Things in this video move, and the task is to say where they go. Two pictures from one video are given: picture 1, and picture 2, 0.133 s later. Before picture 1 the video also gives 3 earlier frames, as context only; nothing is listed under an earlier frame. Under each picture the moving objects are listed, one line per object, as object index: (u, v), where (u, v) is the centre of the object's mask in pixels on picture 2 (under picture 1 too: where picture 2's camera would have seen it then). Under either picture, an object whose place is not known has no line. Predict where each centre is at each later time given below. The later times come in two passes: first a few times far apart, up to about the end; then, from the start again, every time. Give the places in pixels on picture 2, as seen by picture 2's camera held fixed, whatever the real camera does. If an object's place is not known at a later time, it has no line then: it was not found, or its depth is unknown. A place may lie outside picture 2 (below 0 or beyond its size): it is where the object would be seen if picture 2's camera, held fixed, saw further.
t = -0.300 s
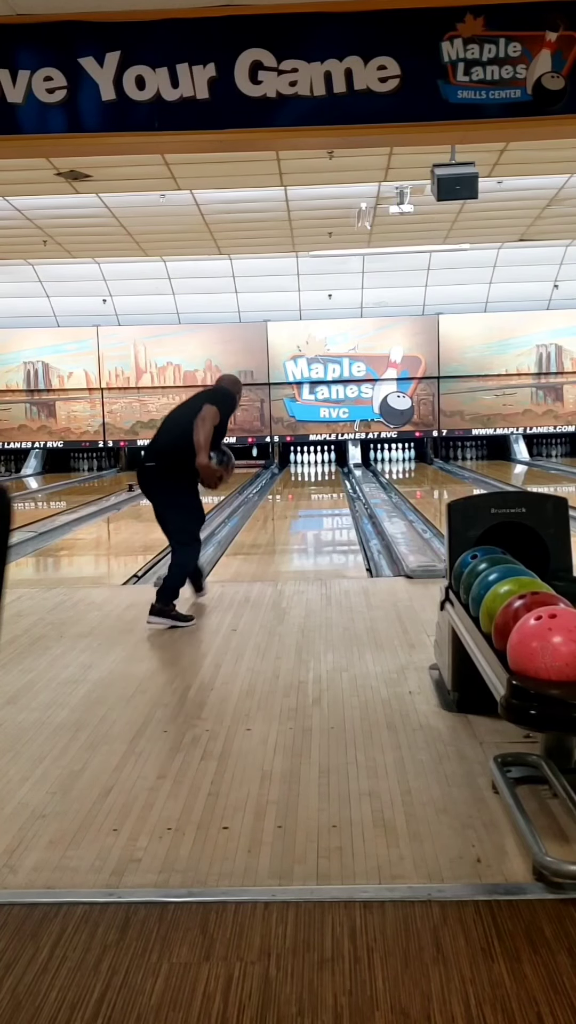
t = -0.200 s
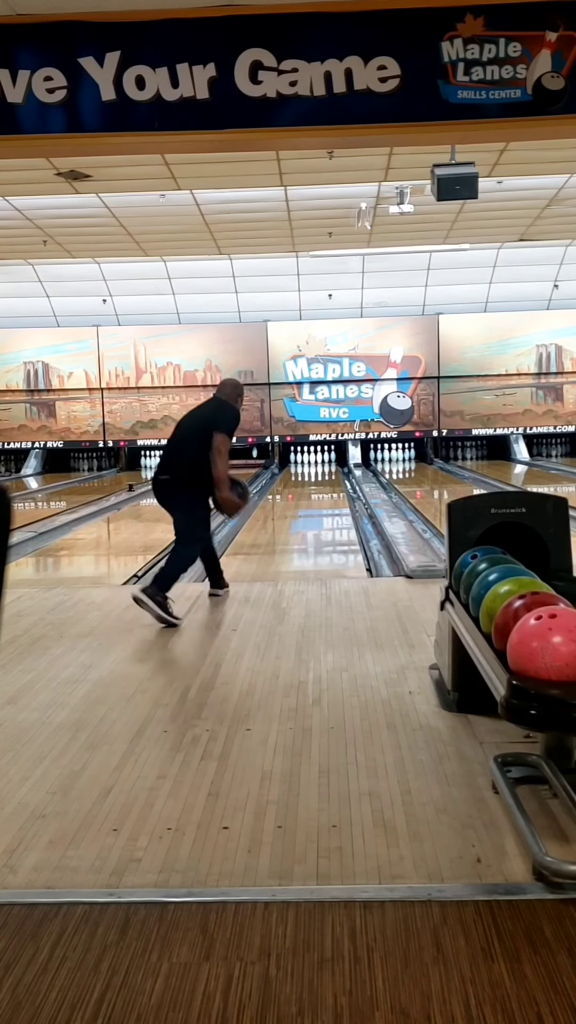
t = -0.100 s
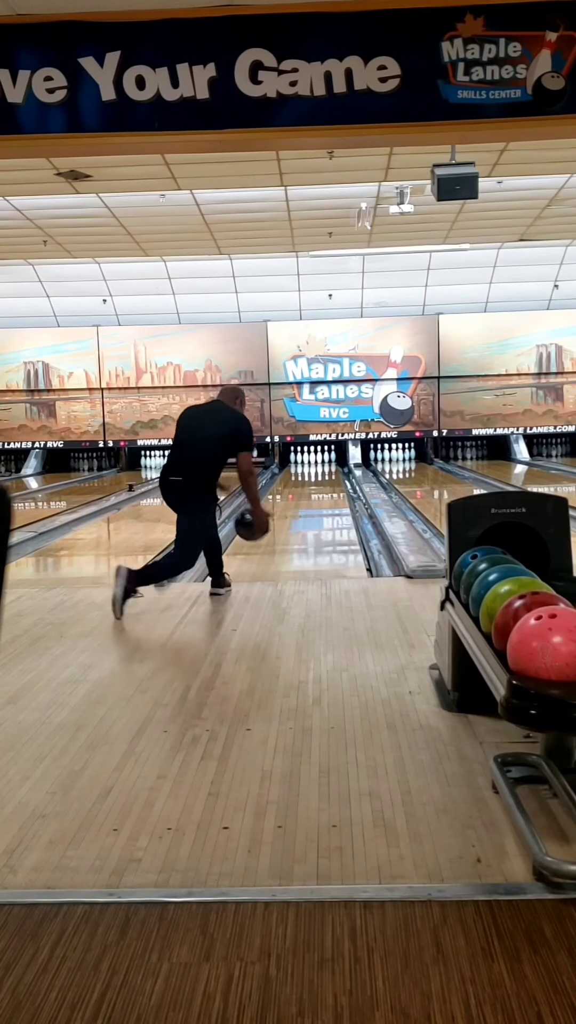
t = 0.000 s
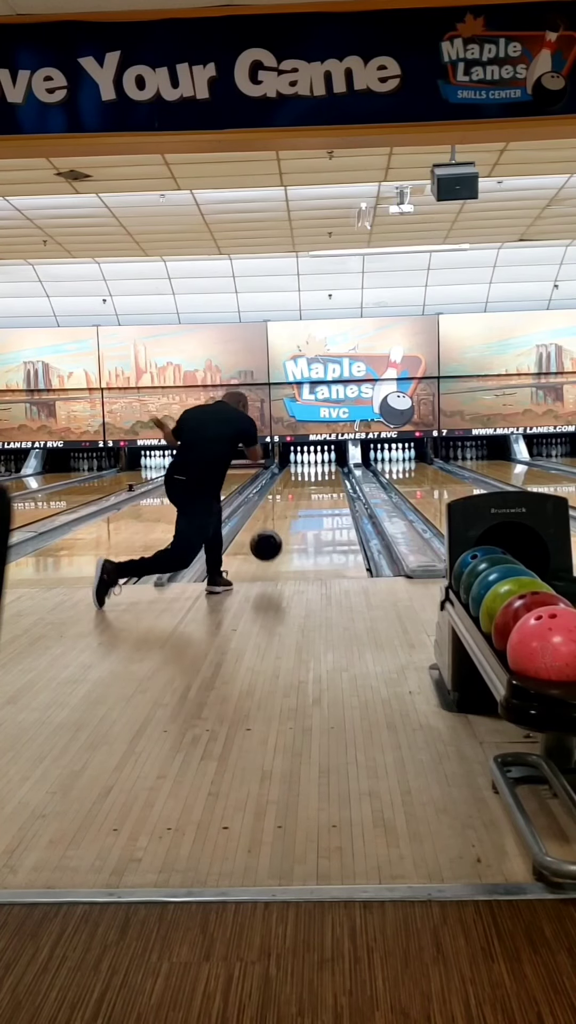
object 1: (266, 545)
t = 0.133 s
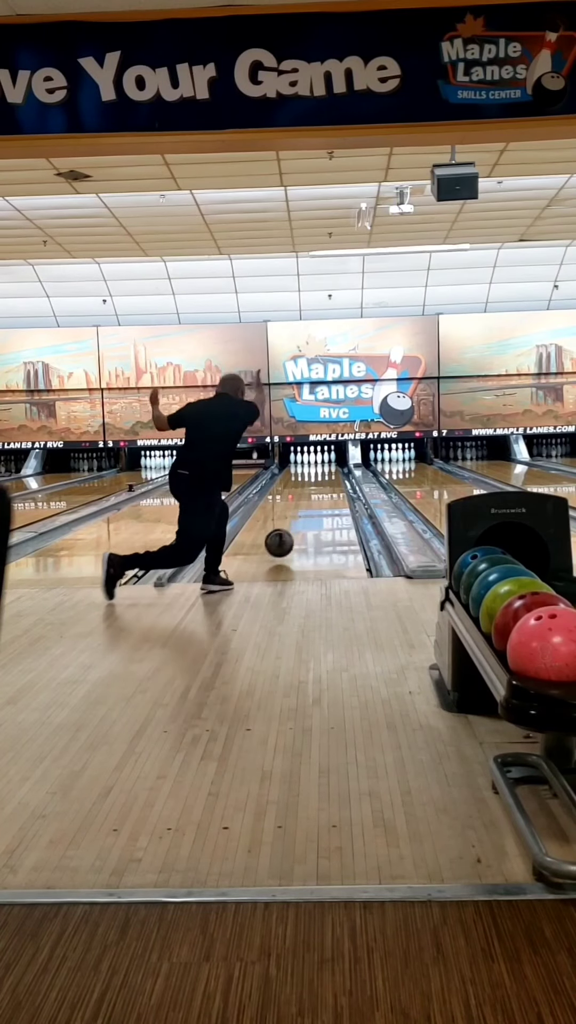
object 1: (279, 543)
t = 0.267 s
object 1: (289, 534)
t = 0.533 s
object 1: (303, 515)
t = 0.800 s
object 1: (313, 502)
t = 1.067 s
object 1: (320, 492)
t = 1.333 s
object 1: (325, 484)
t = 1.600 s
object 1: (328, 477)
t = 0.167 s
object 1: (282, 541)
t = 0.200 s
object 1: (284, 540)
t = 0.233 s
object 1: (287, 537)
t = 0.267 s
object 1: (289, 534)
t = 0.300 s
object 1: (291, 531)
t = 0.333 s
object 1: (293, 528)
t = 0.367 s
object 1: (295, 526)
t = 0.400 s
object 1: (297, 524)
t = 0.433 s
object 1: (299, 521)
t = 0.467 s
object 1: (300, 519)
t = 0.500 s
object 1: (302, 517)
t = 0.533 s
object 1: (303, 515)
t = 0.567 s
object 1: (305, 514)
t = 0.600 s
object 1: (306, 512)
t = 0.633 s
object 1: (308, 510)
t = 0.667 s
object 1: (309, 508)
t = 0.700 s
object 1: (310, 506)
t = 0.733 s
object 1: (311, 505)
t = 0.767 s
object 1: (312, 504)
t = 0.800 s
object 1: (313, 502)
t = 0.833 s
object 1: (314, 501)
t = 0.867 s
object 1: (315, 499)
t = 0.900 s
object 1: (316, 498)
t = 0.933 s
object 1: (317, 497)
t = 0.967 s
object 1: (318, 495)
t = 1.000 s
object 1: (319, 494)
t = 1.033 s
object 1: (319, 493)
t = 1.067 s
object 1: (320, 492)
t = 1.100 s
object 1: (321, 492)
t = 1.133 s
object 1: (322, 490)
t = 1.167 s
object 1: (322, 489)
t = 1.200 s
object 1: (323, 488)
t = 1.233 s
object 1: (324, 487)
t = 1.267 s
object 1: (324, 486)
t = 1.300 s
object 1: (325, 485)
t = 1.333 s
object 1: (325, 484)
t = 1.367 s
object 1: (325, 483)
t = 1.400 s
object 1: (326, 482)
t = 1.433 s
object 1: (327, 481)
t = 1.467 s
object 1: (327, 481)
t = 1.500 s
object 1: (327, 480)
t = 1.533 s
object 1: (327, 479)
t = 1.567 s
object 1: (328, 478)
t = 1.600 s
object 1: (328, 477)
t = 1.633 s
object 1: (328, 477)
